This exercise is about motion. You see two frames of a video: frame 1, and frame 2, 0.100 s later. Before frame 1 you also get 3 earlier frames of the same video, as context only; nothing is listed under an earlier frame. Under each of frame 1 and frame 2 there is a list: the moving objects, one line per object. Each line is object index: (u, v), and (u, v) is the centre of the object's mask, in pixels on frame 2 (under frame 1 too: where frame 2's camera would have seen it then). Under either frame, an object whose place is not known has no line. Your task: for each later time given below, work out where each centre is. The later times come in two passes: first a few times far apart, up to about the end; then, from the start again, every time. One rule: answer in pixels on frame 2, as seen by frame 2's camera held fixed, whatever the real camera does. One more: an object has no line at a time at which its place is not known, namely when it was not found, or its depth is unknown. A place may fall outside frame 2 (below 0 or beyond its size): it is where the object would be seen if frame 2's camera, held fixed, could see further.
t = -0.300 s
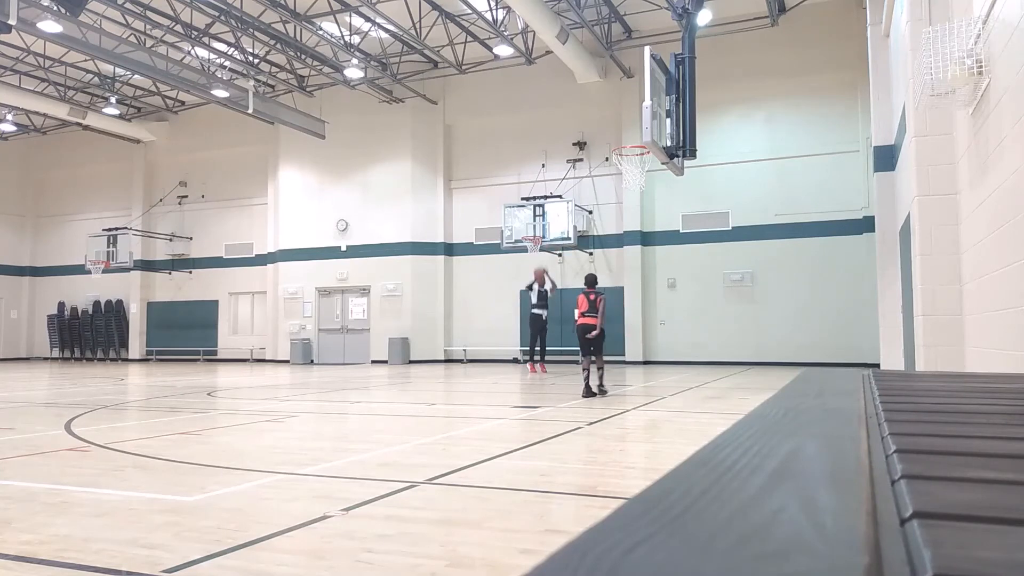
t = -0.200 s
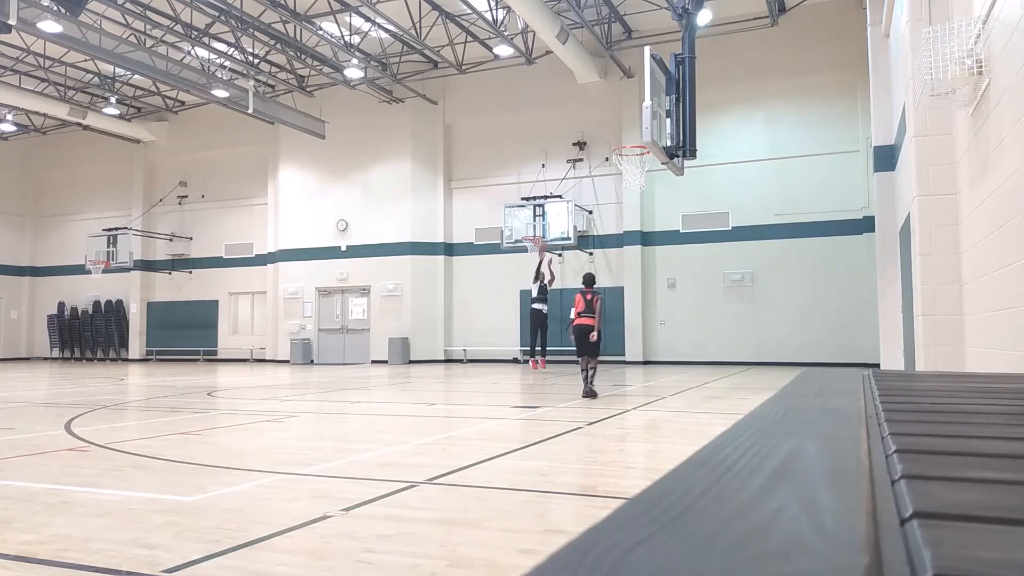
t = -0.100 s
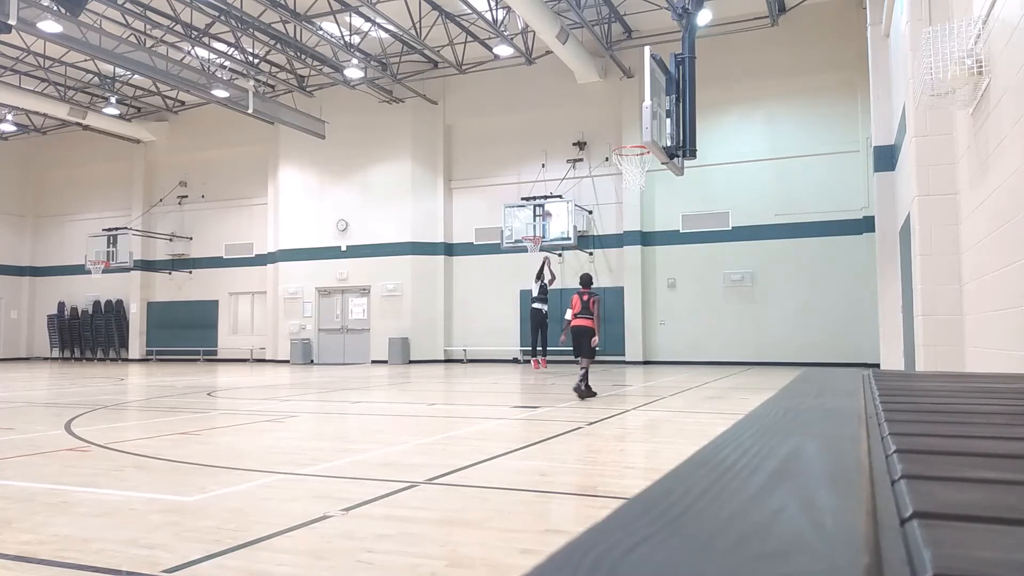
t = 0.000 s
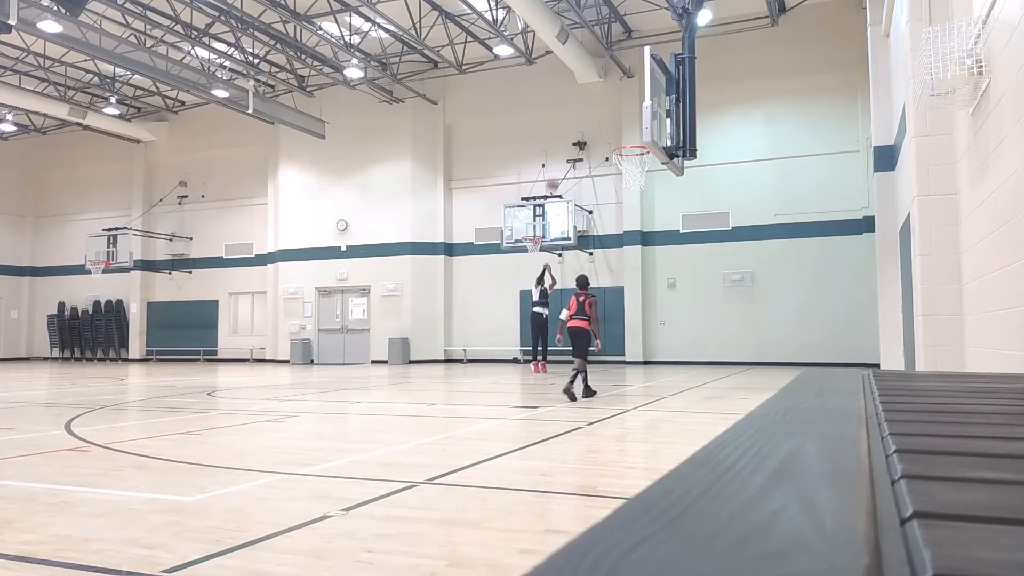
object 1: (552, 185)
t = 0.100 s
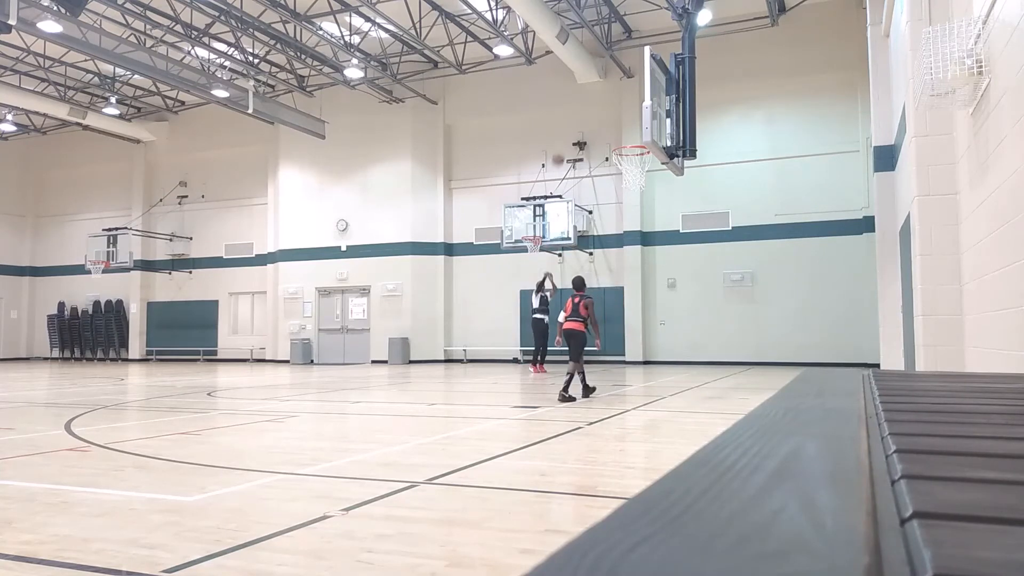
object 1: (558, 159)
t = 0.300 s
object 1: (570, 119)
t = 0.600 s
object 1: (592, 91)
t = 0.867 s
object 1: (615, 113)
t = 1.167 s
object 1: (634, 167)
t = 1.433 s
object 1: (631, 214)
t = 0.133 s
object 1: (560, 152)
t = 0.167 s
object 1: (562, 144)
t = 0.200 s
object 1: (564, 137)
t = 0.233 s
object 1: (566, 131)
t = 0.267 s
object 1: (568, 125)
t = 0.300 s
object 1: (570, 119)
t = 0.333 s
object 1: (572, 114)
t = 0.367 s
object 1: (575, 109)
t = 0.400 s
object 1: (577, 105)
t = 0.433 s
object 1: (579, 101)
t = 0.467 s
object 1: (582, 98)
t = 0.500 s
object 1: (584, 94)
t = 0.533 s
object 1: (587, 93)
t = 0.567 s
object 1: (589, 92)
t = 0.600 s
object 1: (592, 91)
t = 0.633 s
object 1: (595, 91)
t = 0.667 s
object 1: (597, 92)
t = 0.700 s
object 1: (600, 94)
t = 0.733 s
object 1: (603, 96)
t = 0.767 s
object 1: (606, 99)
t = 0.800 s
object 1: (609, 102)
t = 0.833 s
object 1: (612, 107)
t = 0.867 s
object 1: (615, 113)
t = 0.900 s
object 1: (619, 120)
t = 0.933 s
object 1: (622, 127)
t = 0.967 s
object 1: (626, 135)
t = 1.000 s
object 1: (632, 144)
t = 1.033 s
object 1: (634, 158)
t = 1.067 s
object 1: (635, 163)
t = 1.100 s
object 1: (634, 164)
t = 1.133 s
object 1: (634, 165)
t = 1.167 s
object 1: (634, 167)
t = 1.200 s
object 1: (633, 170)
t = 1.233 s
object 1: (633, 173)
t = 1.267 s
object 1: (633, 178)
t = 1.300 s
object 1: (632, 183)
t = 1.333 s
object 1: (632, 190)
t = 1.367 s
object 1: (632, 197)
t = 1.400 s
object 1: (632, 205)
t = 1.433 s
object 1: (631, 214)
